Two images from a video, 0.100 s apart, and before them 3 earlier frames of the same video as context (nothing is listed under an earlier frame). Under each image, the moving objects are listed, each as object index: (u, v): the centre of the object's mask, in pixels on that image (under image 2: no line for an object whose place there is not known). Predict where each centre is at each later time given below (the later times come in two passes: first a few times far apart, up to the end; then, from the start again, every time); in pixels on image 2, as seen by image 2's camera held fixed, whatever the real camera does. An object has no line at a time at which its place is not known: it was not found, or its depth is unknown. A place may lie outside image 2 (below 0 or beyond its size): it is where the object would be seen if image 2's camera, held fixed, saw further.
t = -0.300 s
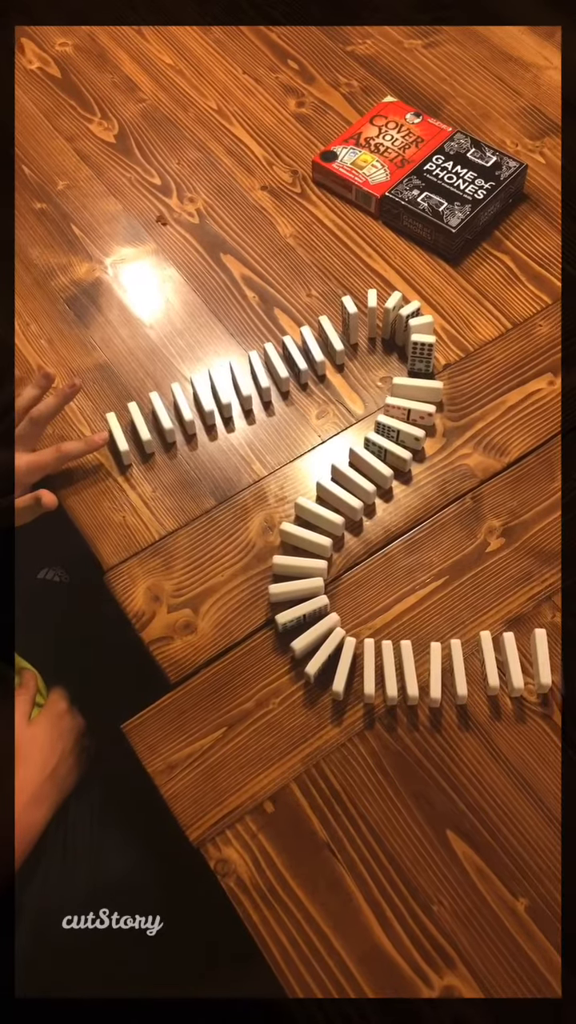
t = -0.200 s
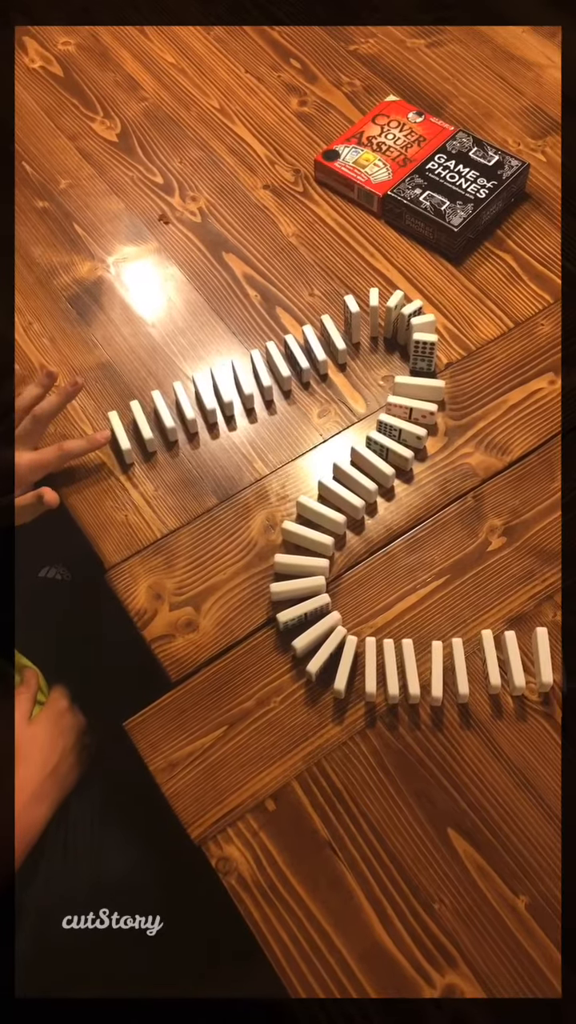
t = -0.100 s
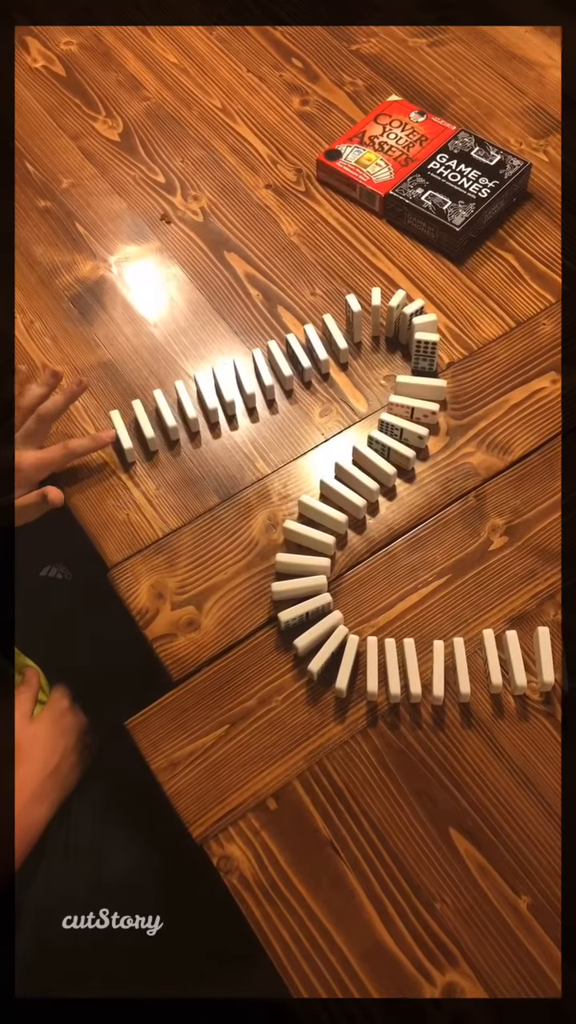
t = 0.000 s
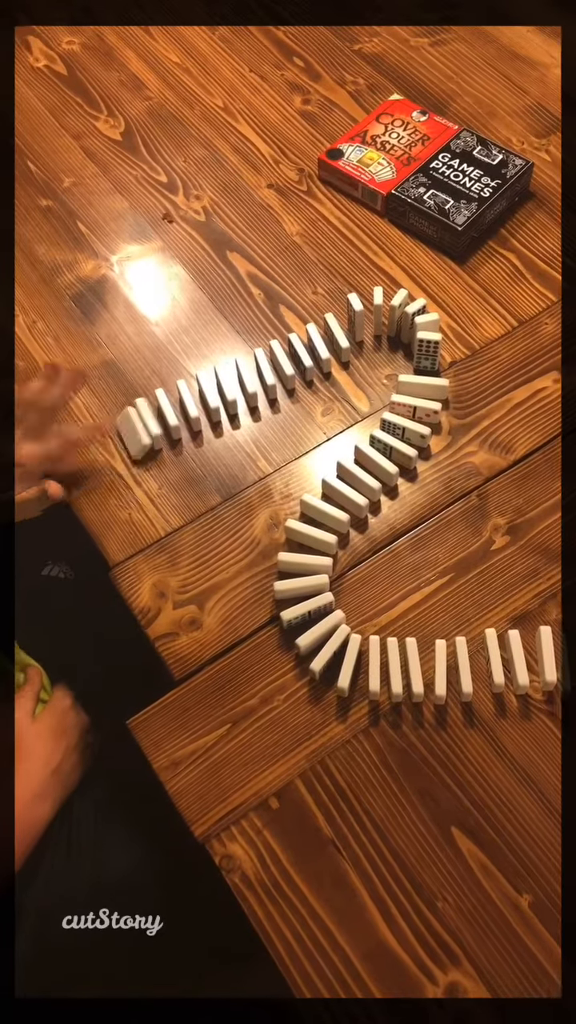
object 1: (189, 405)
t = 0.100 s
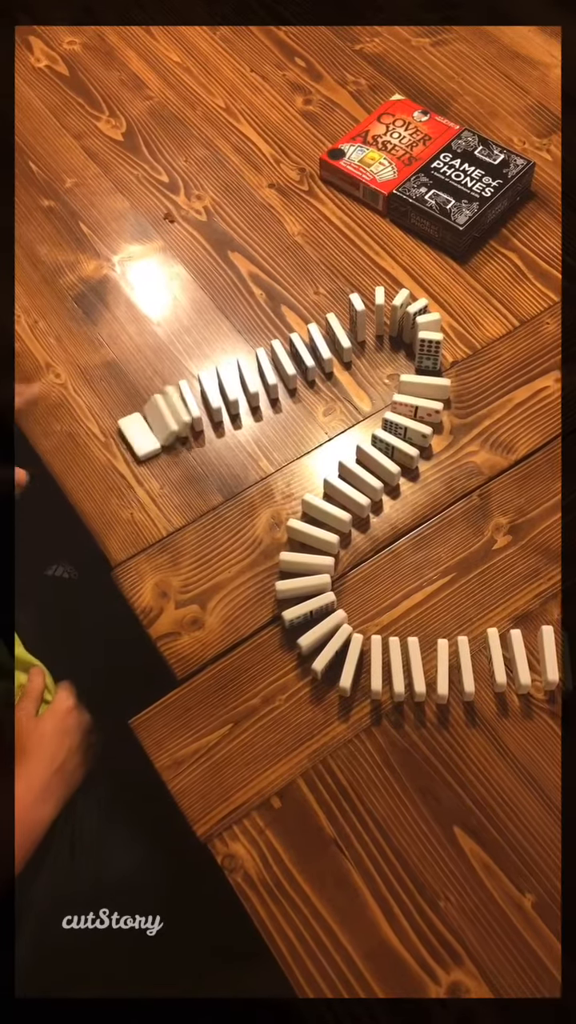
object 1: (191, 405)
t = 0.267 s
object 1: (206, 402)
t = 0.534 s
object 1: (205, 402)
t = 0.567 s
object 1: (205, 401)
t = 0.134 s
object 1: (195, 403)
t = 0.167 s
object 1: (201, 399)
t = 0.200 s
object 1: (204, 400)
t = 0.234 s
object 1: (203, 401)
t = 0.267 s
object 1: (206, 402)
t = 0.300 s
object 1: (207, 402)
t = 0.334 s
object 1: (206, 402)
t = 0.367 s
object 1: (205, 402)
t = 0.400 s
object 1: (205, 402)
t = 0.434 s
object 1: (205, 402)
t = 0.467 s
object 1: (205, 402)
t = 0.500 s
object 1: (205, 402)
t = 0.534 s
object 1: (205, 402)
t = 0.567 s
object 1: (205, 401)
